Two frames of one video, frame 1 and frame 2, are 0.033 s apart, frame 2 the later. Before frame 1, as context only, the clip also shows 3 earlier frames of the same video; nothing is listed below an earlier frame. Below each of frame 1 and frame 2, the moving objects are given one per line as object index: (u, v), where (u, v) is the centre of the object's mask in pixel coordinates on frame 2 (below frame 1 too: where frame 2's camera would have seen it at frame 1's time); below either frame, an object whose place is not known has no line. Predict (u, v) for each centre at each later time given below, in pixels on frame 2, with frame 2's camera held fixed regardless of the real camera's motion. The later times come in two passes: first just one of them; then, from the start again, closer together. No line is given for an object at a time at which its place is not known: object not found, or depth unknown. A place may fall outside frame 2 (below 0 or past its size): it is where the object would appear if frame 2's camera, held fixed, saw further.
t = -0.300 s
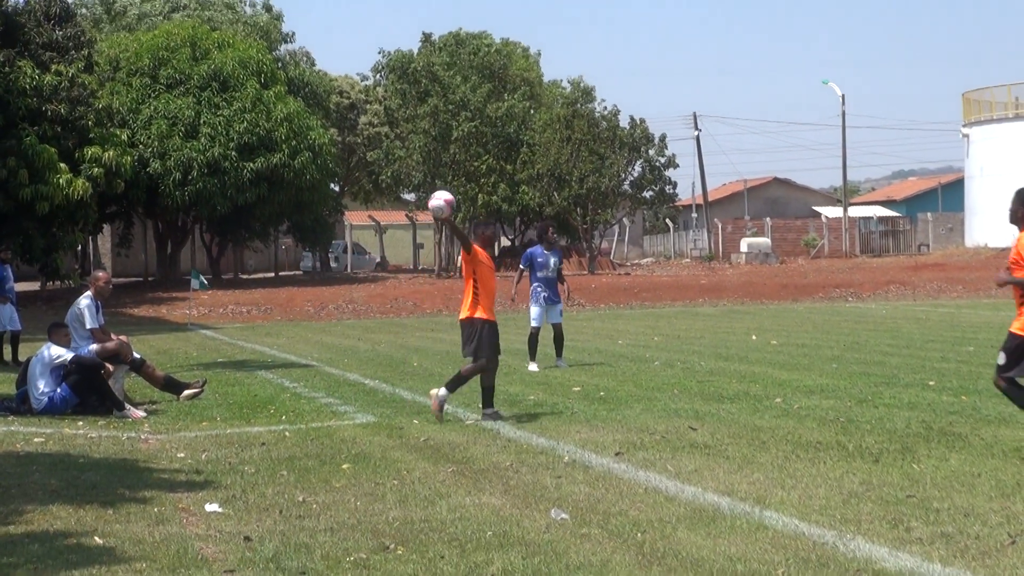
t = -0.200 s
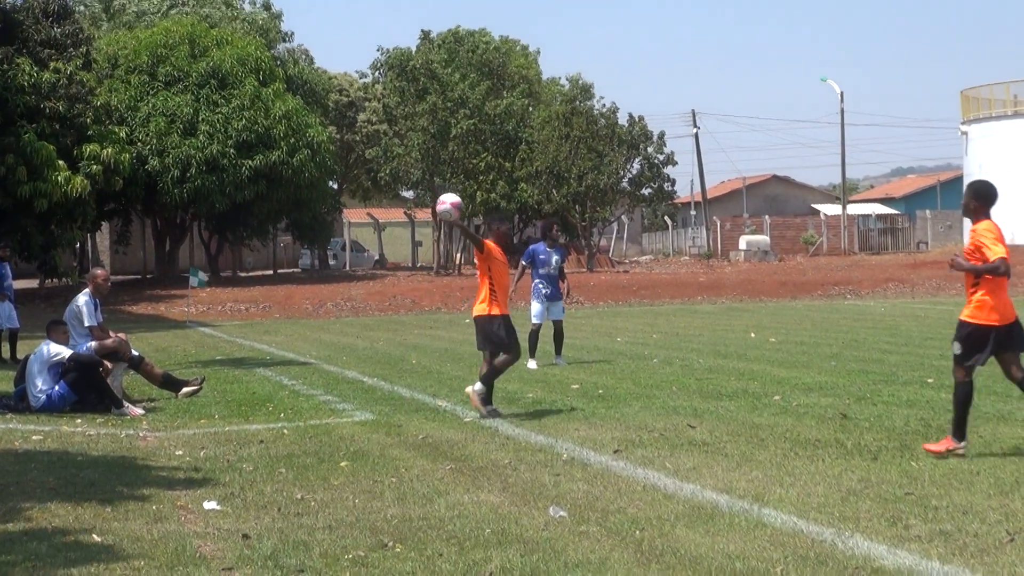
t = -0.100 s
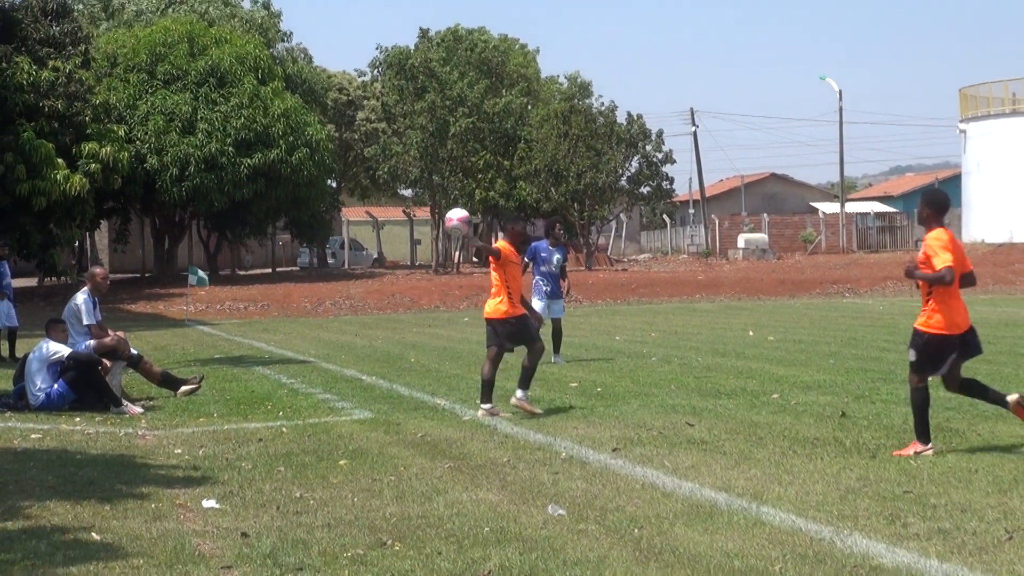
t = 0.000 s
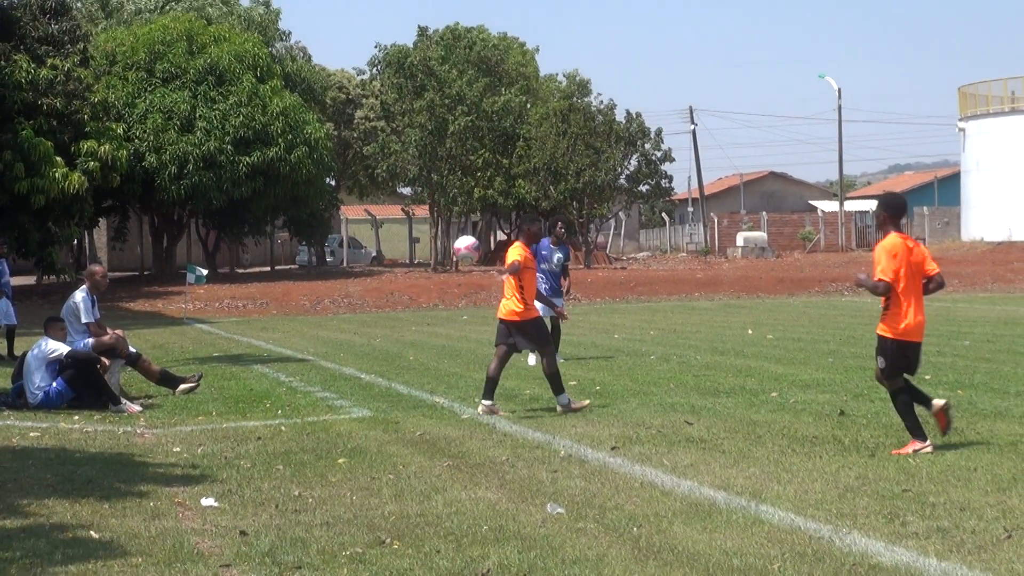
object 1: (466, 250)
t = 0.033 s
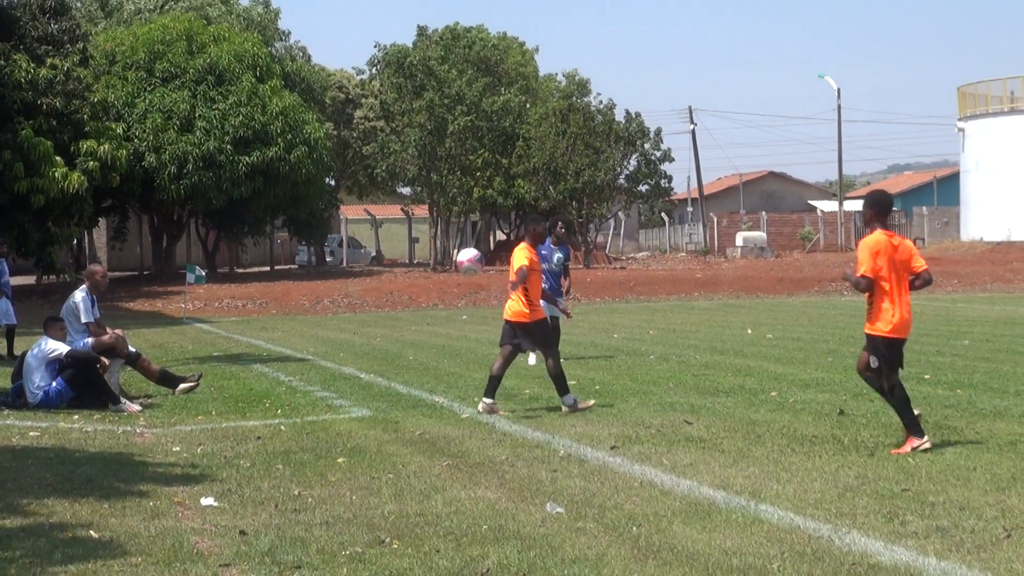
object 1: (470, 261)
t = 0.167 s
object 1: (484, 325)
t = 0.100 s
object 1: (477, 291)
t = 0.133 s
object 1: (481, 307)
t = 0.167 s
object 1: (484, 325)
